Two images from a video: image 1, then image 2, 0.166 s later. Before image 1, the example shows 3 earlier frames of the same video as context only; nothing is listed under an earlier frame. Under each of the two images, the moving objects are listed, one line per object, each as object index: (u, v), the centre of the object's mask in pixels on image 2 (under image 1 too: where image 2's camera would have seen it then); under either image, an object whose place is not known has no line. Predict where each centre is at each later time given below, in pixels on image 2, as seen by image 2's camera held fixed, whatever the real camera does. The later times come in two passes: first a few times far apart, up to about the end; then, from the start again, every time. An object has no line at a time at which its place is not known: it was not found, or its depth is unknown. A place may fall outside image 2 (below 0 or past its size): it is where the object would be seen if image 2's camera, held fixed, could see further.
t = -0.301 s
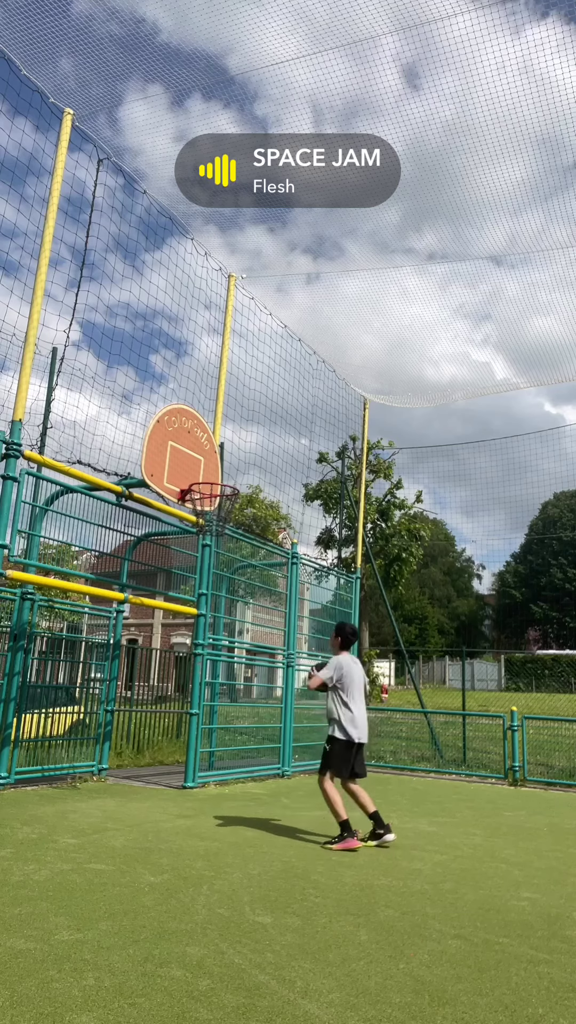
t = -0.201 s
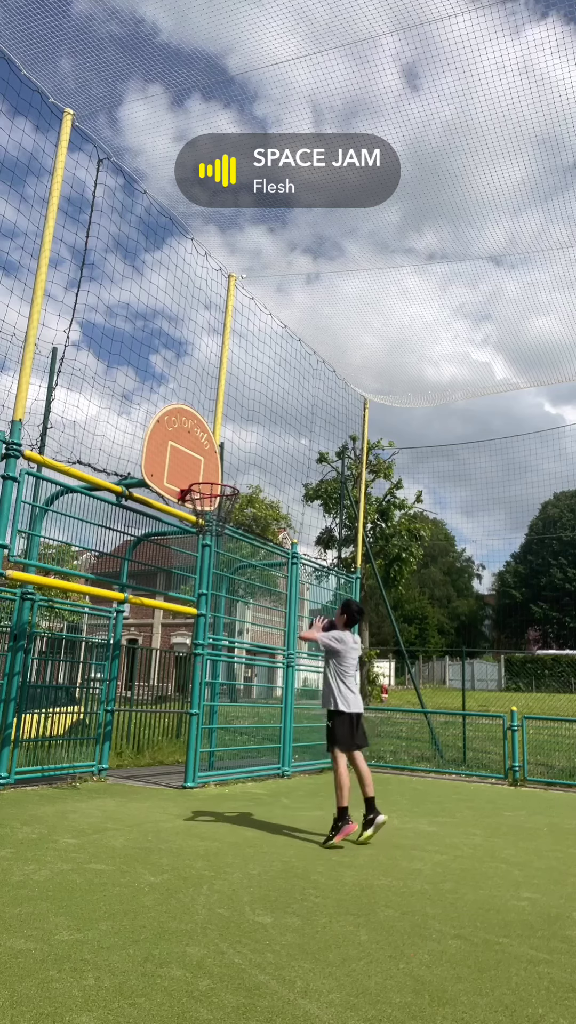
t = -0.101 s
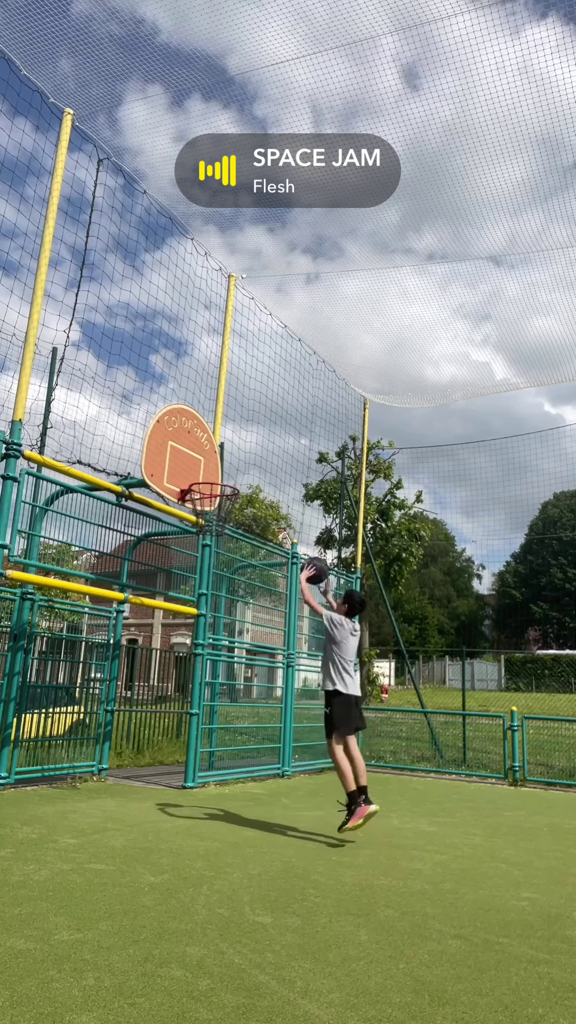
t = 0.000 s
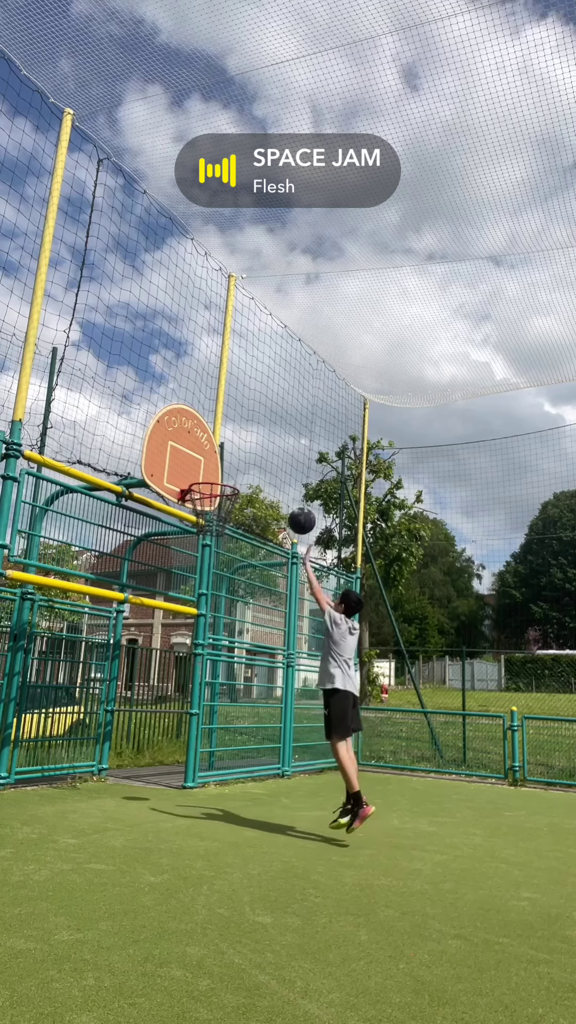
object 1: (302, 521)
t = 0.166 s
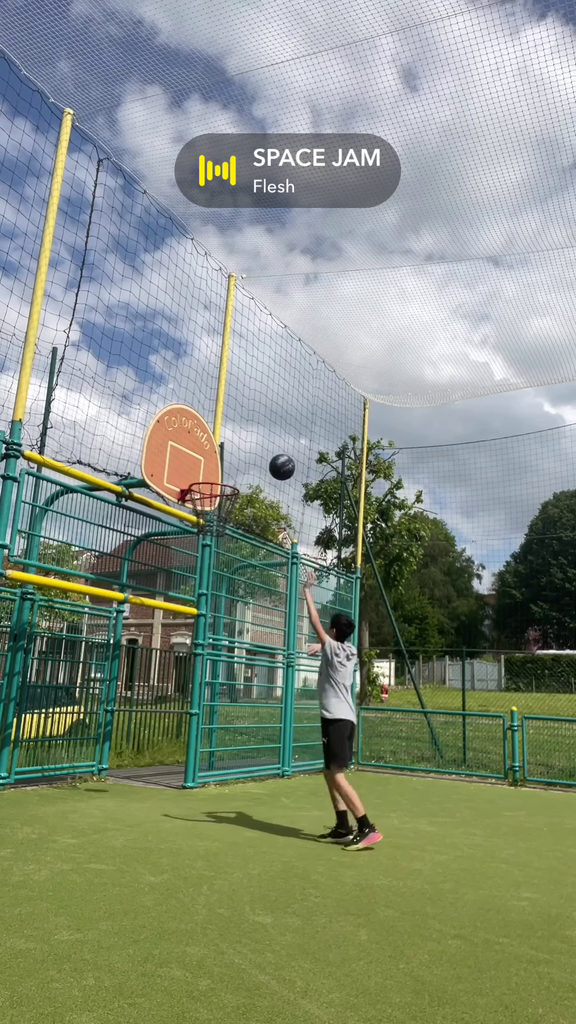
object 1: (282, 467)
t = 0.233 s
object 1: (274, 455)
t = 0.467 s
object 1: (246, 449)
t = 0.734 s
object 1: (212, 494)
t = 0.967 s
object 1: (202, 506)
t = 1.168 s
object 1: (213, 520)
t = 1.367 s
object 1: (217, 543)
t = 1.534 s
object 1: (219, 586)
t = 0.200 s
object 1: (278, 460)
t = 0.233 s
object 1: (274, 455)
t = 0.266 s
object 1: (270, 451)
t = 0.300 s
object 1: (266, 448)
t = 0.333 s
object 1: (262, 445)
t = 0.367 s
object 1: (258, 445)
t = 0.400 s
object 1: (254, 445)
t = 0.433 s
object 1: (250, 446)
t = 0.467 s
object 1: (246, 449)
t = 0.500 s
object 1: (242, 452)
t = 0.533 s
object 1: (238, 456)
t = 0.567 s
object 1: (234, 462)
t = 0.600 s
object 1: (230, 469)
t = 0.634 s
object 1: (226, 475)
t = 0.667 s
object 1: (221, 484)
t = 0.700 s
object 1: (217, 490)
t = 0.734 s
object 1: (212, 494)
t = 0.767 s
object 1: (207, 499)
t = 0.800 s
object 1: (201, 504)
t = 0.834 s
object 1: (200, 504)
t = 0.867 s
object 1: (200, 505)
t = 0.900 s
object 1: (200, 505)
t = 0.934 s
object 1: (201, 505)
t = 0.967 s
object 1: (202, 506)
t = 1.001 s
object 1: (204, 507)
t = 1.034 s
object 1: (206, 508)
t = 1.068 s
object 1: (209, 511)
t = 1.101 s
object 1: (211, 514)
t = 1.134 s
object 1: (212, 517)
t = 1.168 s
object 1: (213, 520)
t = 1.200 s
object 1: (213, 523)
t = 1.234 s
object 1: (214, 524)
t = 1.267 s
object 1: (216, 529)
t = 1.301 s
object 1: (215, 534)
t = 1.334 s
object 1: (216, 538)
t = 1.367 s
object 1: (217, 543)
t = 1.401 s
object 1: (218, 549)
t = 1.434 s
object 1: (218, 557)
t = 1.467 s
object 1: (218, 565)
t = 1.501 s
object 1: (219, 575)
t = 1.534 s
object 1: (219, 586)
